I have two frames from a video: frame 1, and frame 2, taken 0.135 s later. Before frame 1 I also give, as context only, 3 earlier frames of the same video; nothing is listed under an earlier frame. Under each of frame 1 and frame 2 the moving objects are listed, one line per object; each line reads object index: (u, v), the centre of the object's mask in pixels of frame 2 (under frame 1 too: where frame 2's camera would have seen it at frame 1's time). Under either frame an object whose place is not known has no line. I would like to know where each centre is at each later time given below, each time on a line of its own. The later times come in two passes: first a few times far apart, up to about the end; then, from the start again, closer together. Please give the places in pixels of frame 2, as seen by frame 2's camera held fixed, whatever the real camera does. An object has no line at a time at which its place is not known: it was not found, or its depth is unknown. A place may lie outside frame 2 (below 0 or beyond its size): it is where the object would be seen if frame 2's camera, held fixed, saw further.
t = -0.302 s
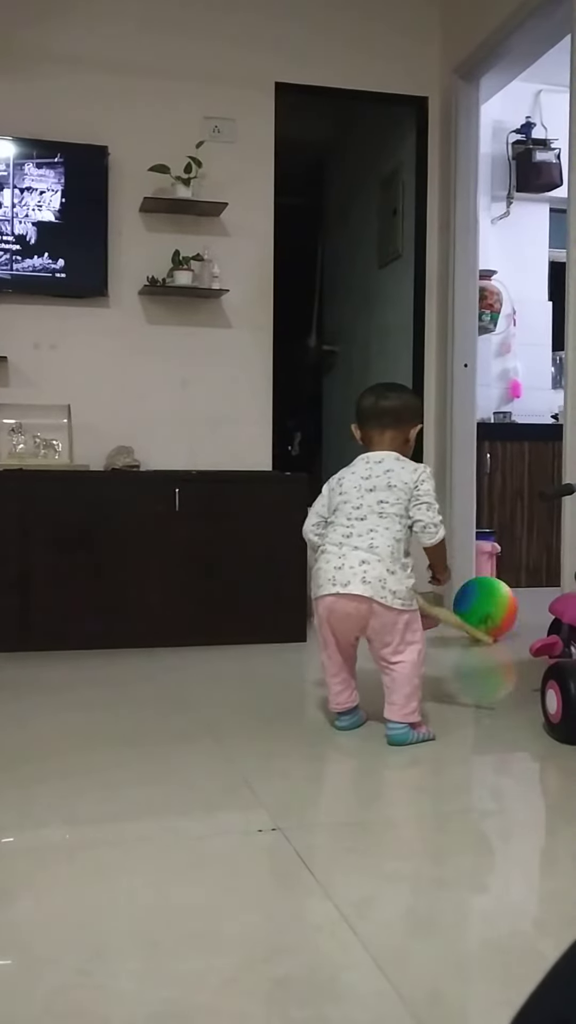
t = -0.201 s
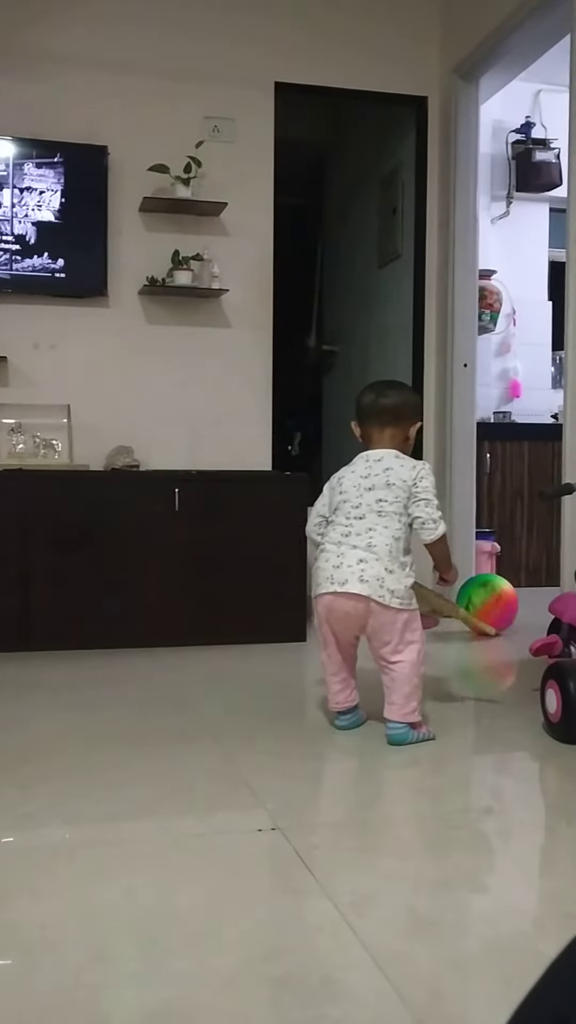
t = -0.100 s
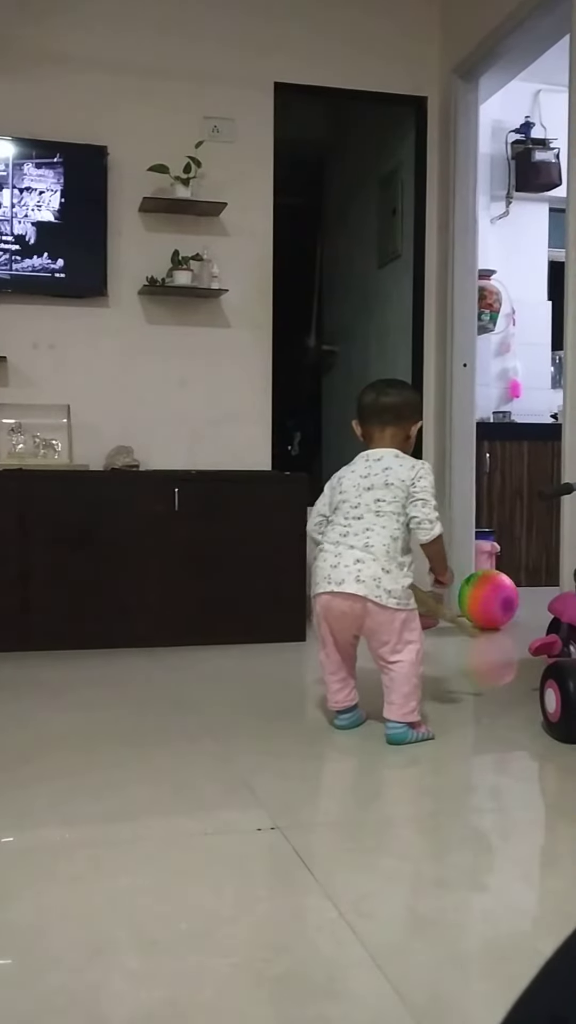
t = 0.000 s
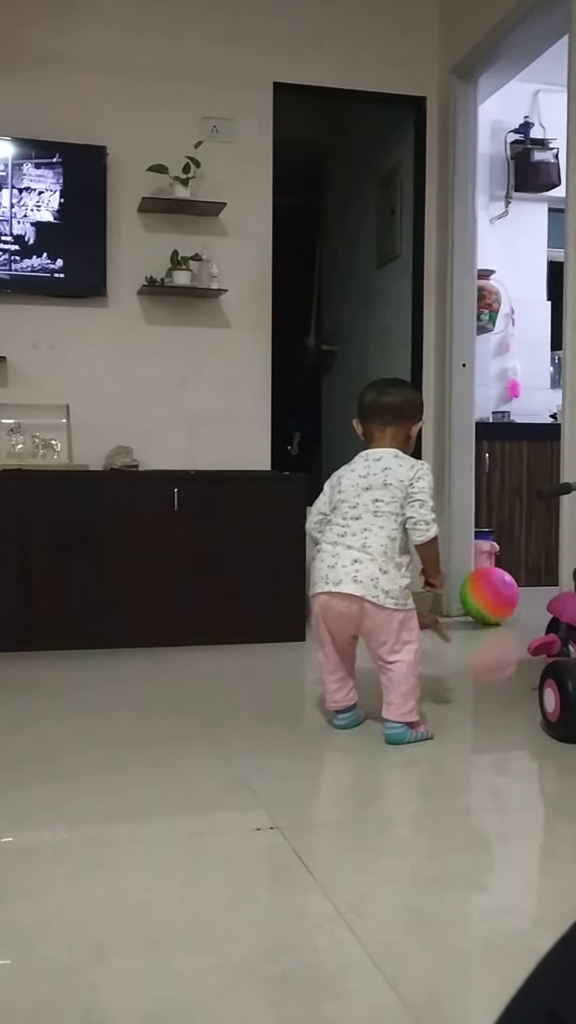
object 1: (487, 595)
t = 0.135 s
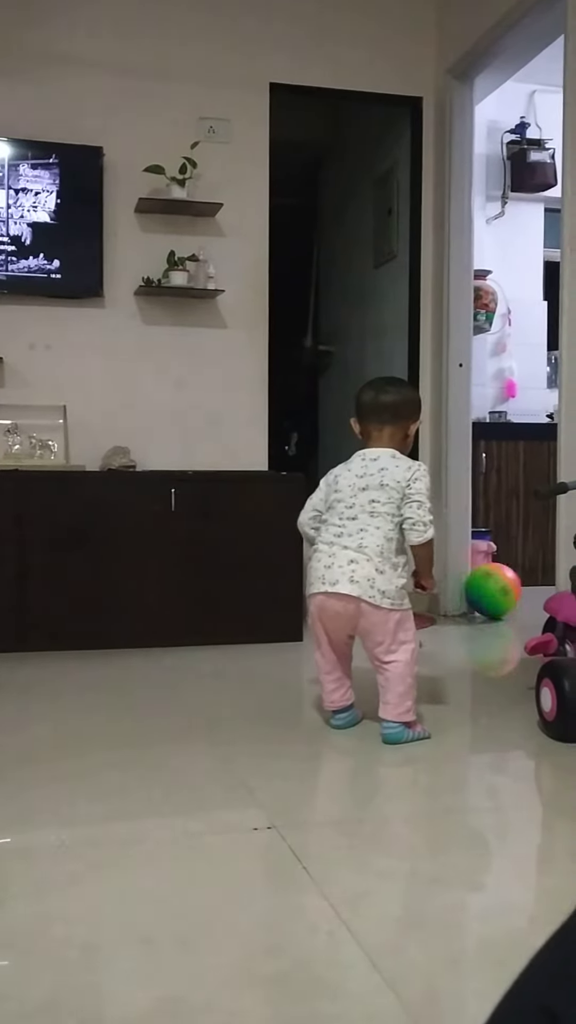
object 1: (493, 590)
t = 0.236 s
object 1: (512, 590)
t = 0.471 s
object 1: (541, 586)
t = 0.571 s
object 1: (548, 584)
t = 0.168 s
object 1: (500, 591)
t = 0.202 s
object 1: (506, 590)
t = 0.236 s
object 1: (512, 590)
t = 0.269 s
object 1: (518, 590)
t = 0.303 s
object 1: (523, 589)
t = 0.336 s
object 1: (528, 589)
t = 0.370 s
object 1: (531, 589)
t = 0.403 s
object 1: (535, 587)
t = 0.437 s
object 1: (538, 586)
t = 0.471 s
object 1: (541, 586)
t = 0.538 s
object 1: (546, 585)
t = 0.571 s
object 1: (548, 584)
